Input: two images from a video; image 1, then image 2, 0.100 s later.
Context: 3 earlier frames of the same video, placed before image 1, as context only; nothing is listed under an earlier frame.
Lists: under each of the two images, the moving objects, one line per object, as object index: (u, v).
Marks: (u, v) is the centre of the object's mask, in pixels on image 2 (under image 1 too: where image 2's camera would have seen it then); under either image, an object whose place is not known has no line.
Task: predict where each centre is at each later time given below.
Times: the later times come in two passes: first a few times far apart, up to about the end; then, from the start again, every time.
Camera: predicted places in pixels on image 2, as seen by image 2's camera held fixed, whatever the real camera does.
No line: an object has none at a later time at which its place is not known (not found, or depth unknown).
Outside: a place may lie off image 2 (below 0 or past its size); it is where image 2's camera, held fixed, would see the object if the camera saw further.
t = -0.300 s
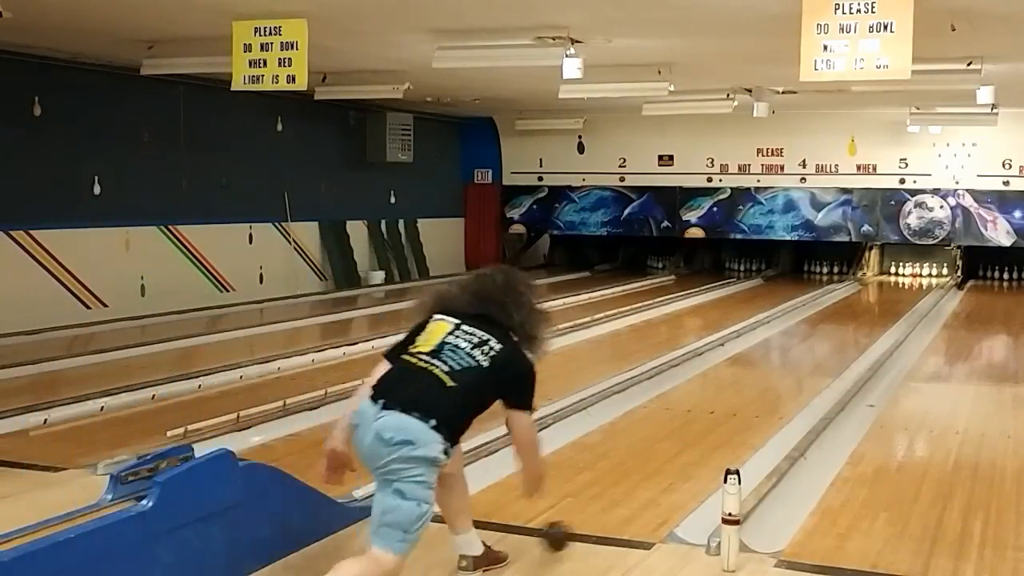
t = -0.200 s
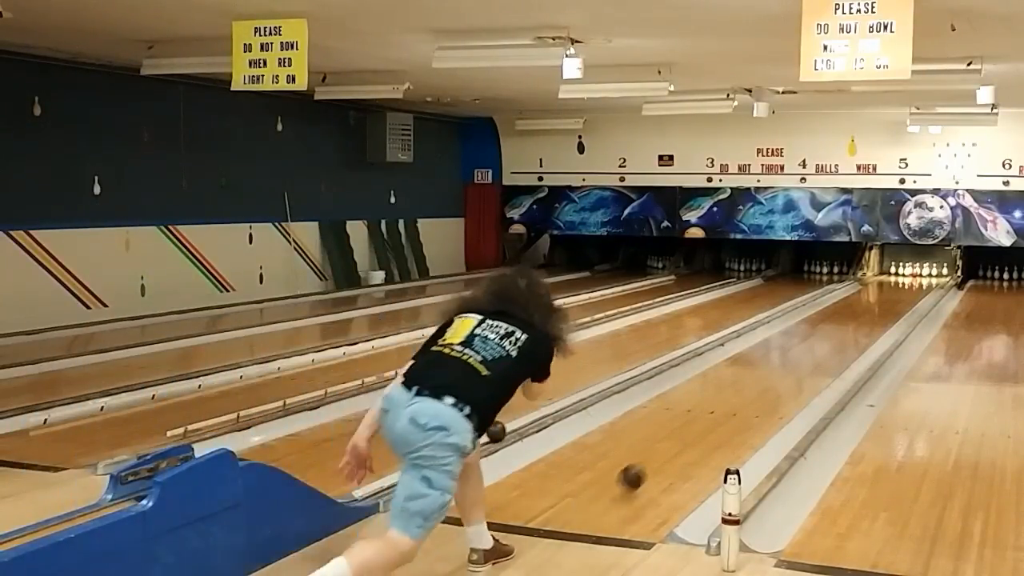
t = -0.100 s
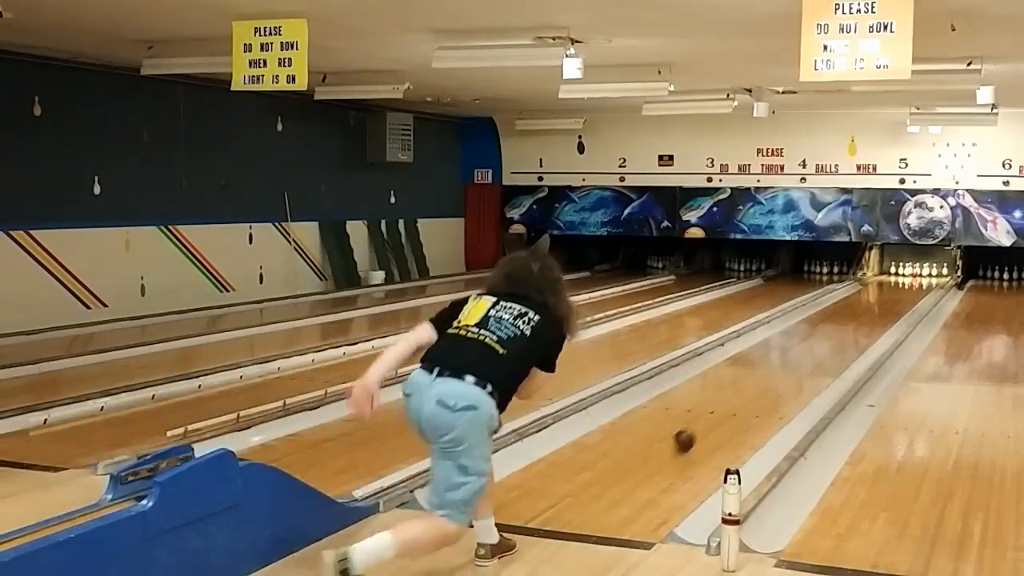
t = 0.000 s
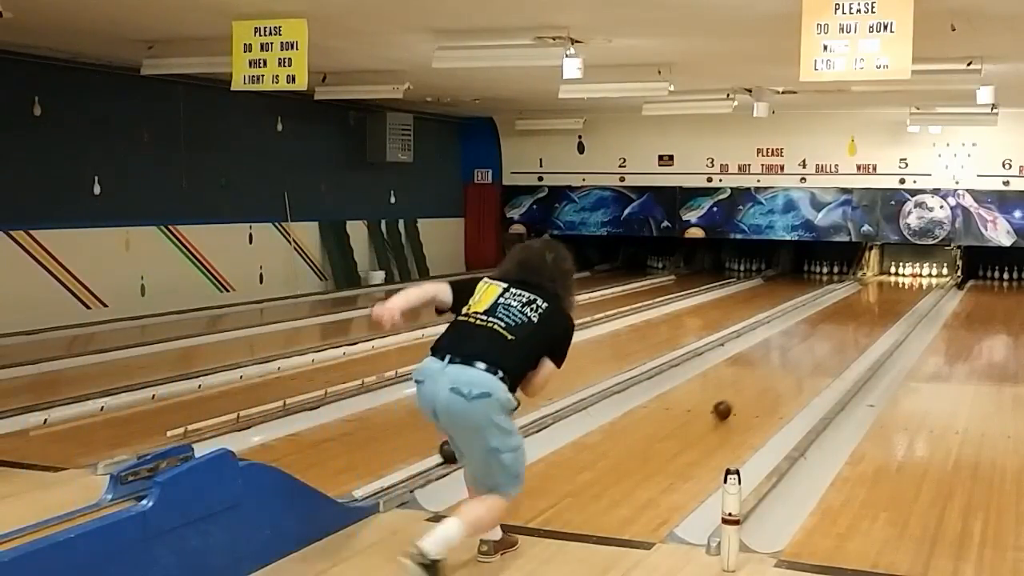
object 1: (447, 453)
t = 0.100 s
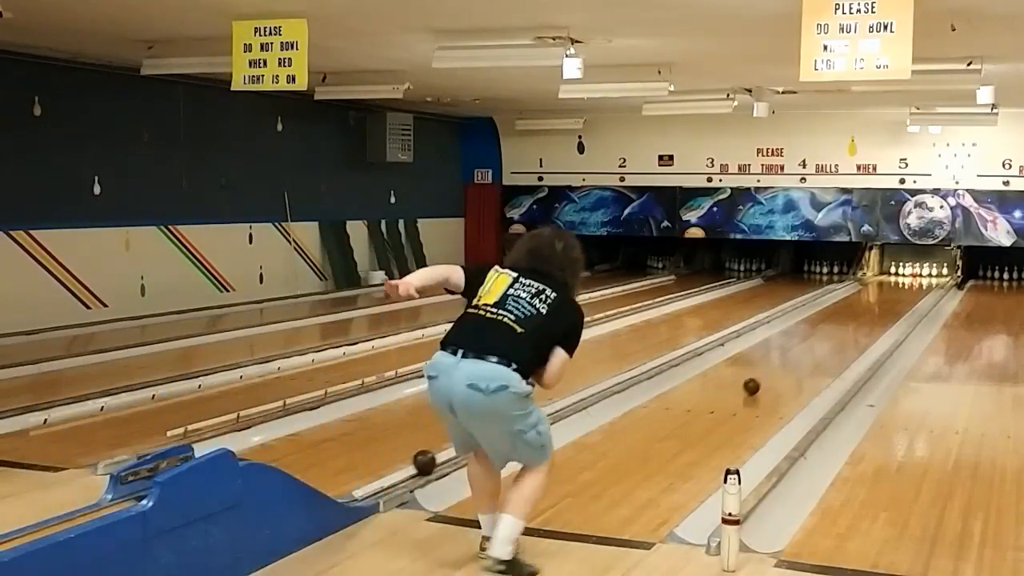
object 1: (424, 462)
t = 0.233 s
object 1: (386, 479)
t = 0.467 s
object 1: (315, 474)
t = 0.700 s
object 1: (252, 445)
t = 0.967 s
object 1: (174, 458)
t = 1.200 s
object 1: (141, 481)
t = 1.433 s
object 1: (120, 491)
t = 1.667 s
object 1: (85, 501)
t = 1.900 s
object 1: (48, 514)
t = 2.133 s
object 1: (13, 527)
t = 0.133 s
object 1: (415, 467)
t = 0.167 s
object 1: (405, 470)
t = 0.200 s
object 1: (396, 474)
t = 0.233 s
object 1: (386, 479)
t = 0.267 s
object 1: (376, 483)
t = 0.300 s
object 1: (365, 487)
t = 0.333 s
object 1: (354, 489)
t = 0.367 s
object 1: (344, 488)
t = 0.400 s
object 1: (334, 485)
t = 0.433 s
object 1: (324, 479)
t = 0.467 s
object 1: (315, 474)
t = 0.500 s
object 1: (305, 469)
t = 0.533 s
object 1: (296, 463)
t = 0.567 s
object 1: (288, 458)
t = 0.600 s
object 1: (279, 453)
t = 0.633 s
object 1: (270, 450)
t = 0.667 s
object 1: (261, 447)
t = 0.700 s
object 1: (252, 445)
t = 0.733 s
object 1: (244, 444)
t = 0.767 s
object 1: (237, 443)
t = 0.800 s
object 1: (228, 444)
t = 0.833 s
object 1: (214, 445)
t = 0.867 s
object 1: (204, 447)
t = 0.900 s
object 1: (197, 451)
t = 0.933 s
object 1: (187, 454)
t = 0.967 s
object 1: (174, 458)
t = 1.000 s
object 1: (168, 462)
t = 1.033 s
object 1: (168, 463)
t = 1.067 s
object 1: (166, 465)
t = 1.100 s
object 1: (163, 466)
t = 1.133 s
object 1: (159, 467)
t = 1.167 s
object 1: (153, 470)
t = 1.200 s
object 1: (141, 481)
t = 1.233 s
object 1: (138, 482)
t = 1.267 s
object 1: (133, 484)
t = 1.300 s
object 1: (133, 485)
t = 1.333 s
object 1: (133, 486)
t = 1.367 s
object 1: (129, 487)
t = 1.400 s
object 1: (124, 489)
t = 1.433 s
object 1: (120, 491)
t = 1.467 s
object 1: (115, 492)
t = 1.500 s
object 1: (110, 493)
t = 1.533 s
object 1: (105, 495)
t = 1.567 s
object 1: (101, 496)
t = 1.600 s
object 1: (95, 498)
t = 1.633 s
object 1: (90, 500)
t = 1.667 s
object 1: (85, 501)
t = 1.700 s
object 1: (80, 503)
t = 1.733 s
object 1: (75, 505)
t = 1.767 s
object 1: (70, 507)
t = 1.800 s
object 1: (65, 508)
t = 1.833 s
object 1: (59, 510)
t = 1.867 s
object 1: (54, 512)
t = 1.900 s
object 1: (48, 514)
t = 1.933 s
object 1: (43, 516)
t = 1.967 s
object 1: (37, 517)
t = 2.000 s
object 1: (31, 519)
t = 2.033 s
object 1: (25, 521)
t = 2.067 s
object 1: (20, 523)
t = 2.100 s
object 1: (16, 525)
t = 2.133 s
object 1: (13, 527)
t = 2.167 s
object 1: (10, 528)
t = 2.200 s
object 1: (7, 530)
